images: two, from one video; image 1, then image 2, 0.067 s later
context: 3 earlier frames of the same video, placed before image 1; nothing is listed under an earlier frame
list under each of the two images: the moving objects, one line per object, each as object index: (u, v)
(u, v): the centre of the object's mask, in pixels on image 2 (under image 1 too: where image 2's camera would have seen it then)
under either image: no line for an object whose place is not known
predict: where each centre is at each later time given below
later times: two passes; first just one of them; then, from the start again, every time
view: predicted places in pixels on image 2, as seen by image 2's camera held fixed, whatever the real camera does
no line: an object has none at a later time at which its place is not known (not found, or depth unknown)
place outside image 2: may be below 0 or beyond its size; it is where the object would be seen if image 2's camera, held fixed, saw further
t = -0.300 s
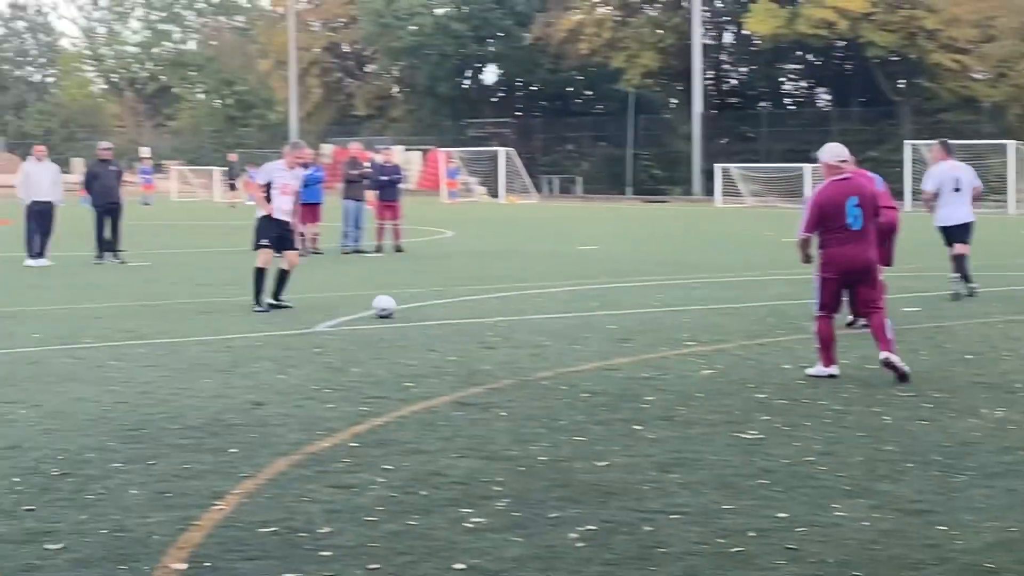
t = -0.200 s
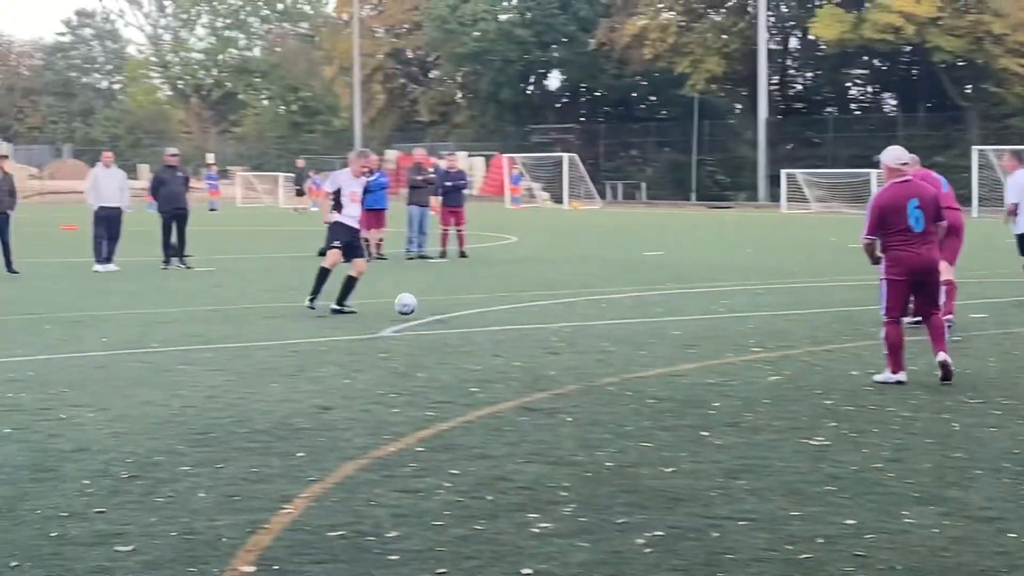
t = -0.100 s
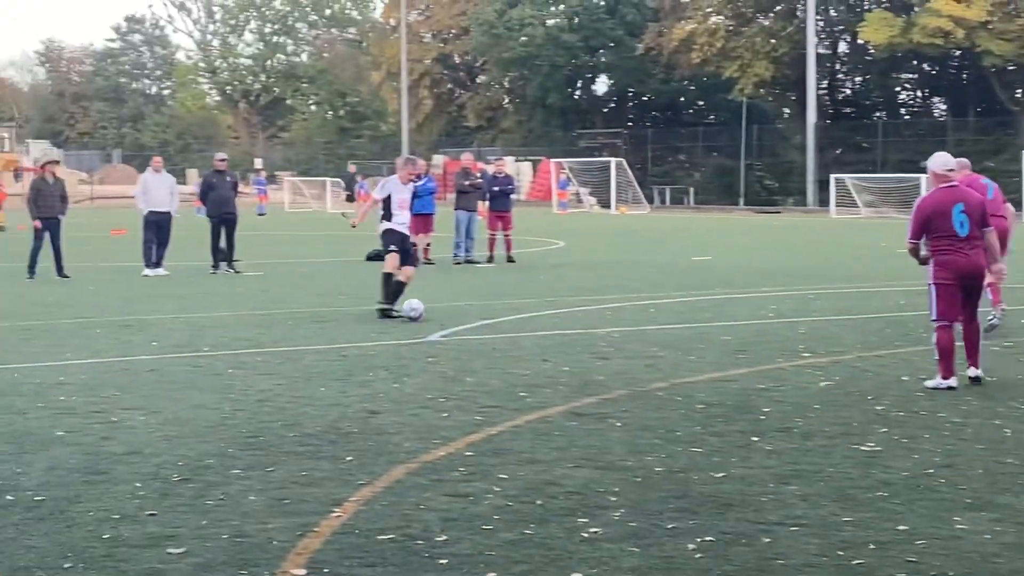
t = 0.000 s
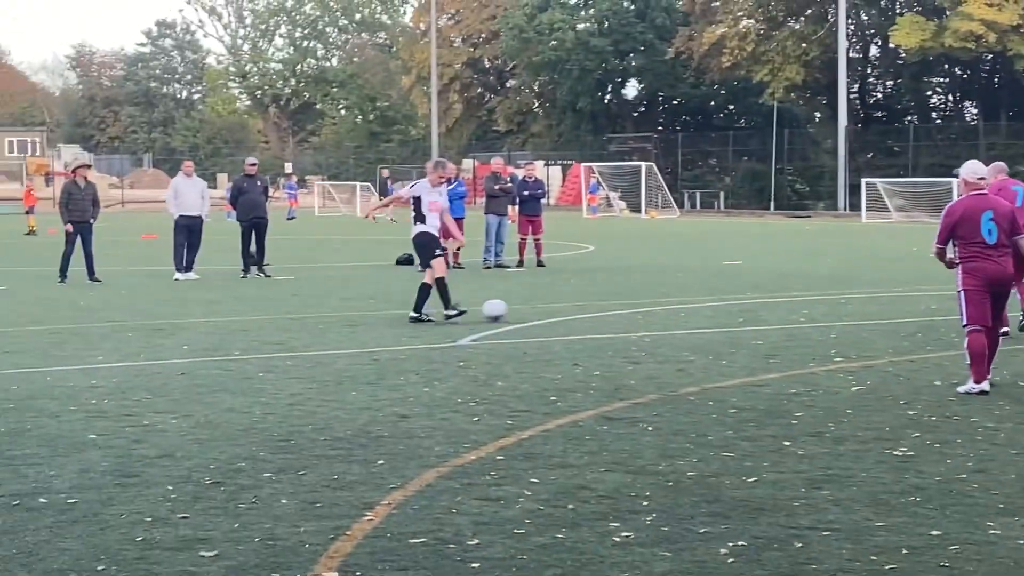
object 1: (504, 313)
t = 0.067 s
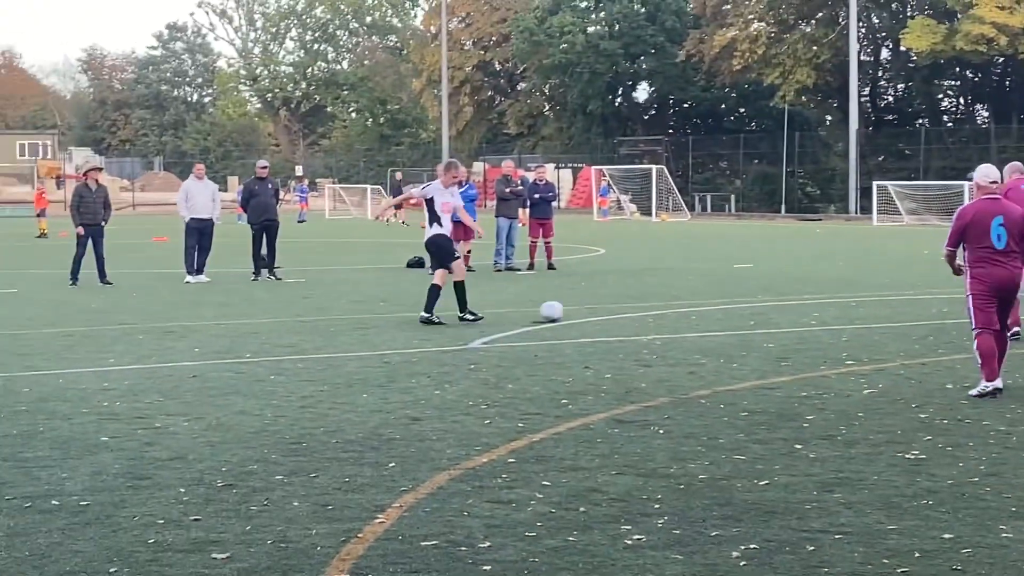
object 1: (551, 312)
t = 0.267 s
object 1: (670, 306)
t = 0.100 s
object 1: (574, 310)
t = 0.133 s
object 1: (595, 310)
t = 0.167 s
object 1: (615, 309)
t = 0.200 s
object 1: (634, 307)
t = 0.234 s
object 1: (653, 307)
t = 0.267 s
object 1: (670, 306)
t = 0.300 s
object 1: (686, 305)
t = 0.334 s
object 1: (702, 305)
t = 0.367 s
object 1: (717, 304)
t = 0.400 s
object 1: (731, 303)
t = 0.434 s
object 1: (744, 302)
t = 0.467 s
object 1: (756, 302)
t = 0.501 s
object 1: (768, 300)
